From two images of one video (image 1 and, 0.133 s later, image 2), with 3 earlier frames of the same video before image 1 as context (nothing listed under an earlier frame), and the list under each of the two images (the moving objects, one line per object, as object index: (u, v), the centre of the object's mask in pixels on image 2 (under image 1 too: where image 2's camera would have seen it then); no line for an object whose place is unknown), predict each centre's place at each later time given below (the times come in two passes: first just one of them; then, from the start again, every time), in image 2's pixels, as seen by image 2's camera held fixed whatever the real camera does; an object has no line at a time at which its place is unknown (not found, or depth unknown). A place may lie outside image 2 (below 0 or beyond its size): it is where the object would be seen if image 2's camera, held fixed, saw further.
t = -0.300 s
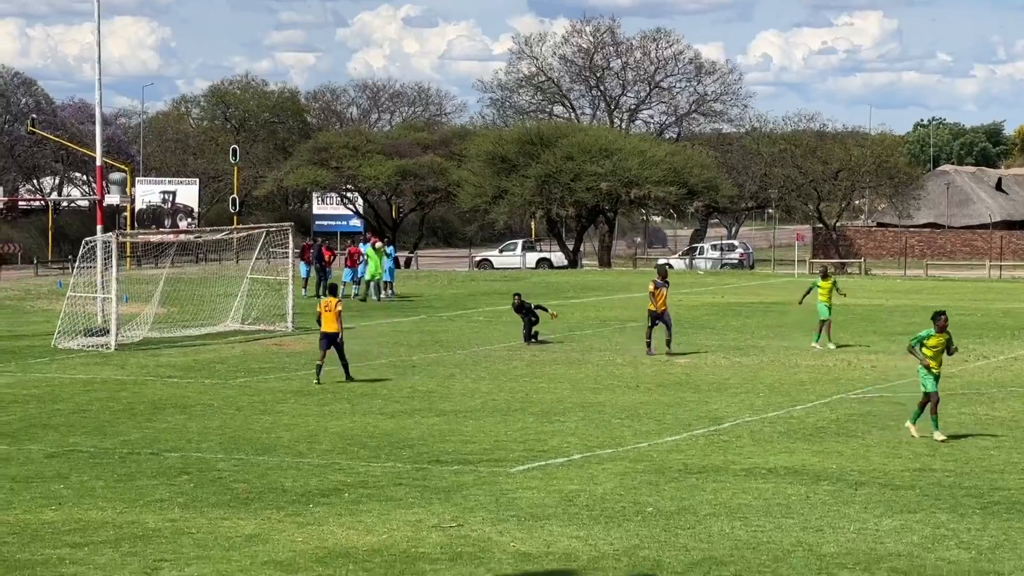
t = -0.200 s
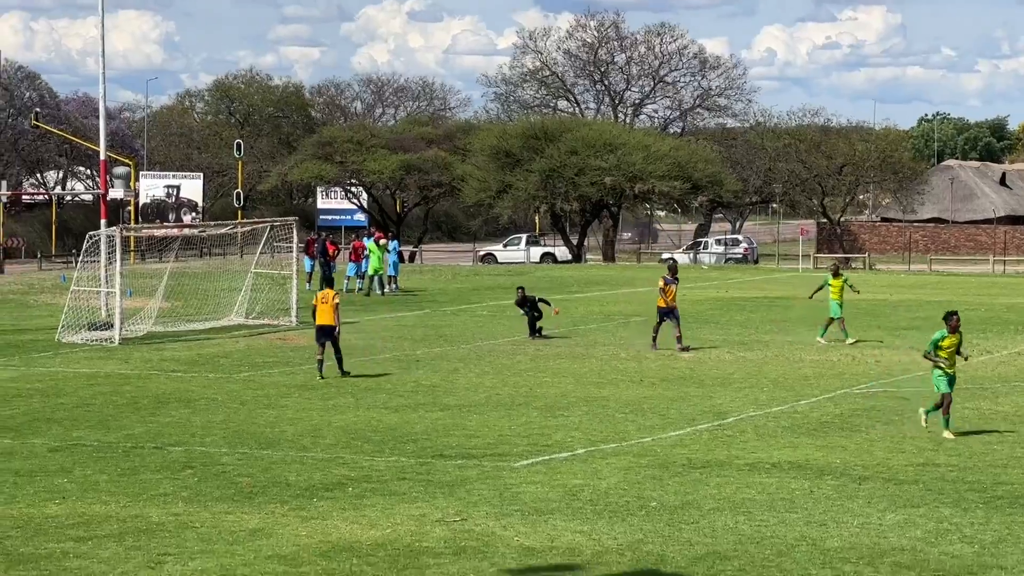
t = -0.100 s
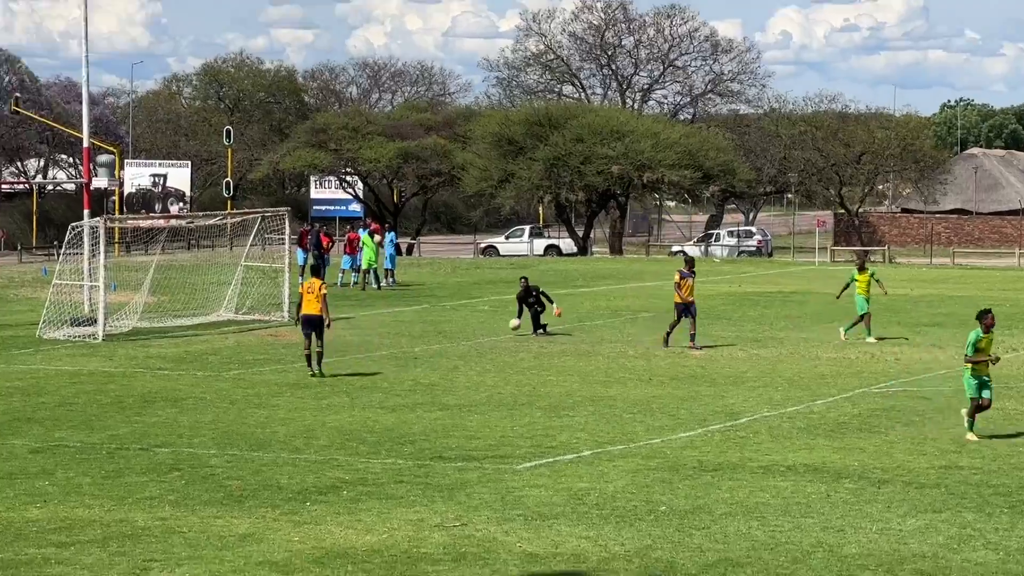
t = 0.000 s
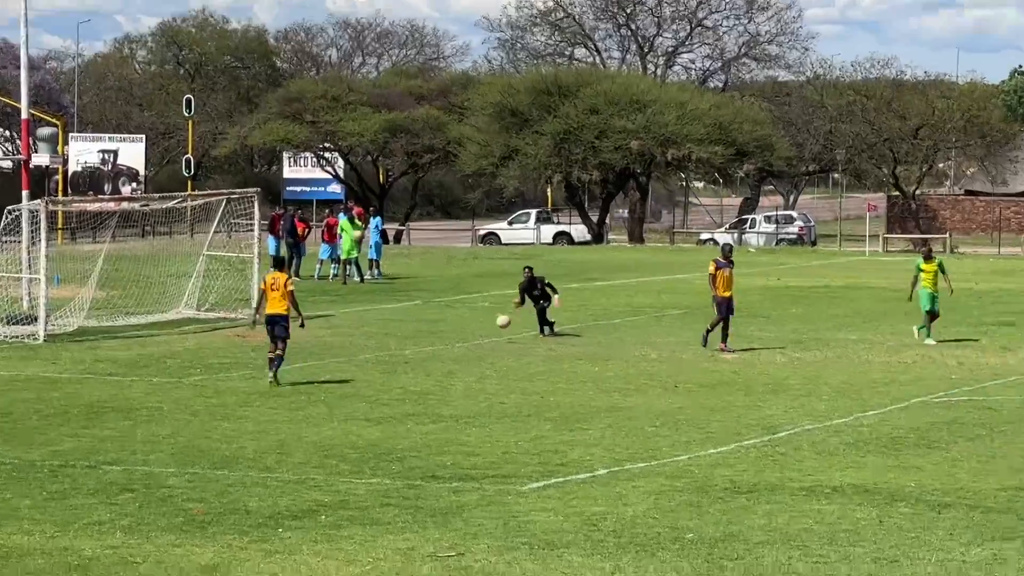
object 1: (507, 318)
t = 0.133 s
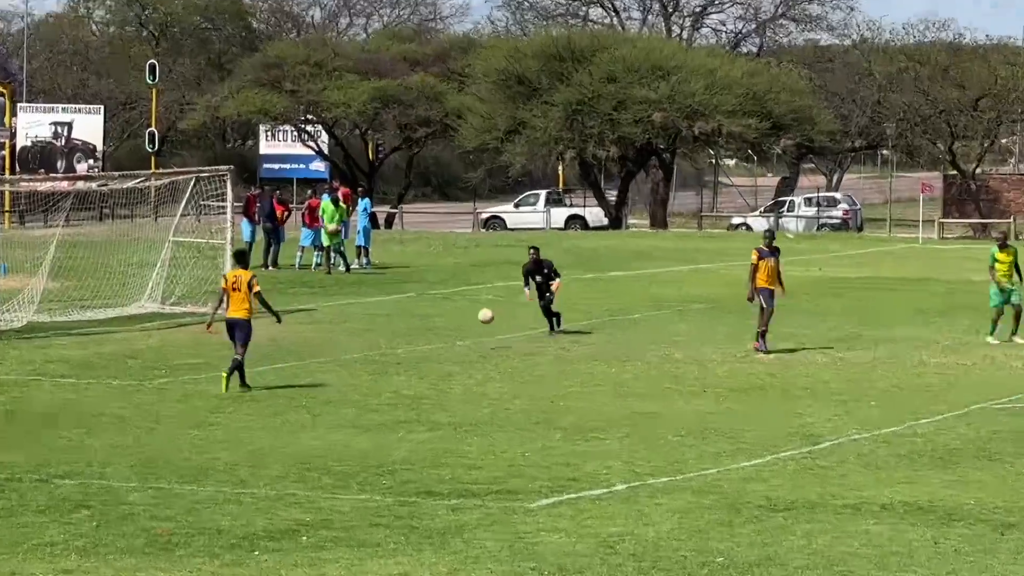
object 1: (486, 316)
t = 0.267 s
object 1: (463, 329)
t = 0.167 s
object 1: (480, 318)
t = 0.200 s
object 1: (474, 321)
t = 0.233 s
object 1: (469, 325)
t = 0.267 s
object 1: (463, 329)
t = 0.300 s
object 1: (457, 335)
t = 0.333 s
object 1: (451, 341)
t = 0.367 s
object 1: (445, 348)
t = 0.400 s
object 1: (439, 355)
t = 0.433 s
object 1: (434, 352)
